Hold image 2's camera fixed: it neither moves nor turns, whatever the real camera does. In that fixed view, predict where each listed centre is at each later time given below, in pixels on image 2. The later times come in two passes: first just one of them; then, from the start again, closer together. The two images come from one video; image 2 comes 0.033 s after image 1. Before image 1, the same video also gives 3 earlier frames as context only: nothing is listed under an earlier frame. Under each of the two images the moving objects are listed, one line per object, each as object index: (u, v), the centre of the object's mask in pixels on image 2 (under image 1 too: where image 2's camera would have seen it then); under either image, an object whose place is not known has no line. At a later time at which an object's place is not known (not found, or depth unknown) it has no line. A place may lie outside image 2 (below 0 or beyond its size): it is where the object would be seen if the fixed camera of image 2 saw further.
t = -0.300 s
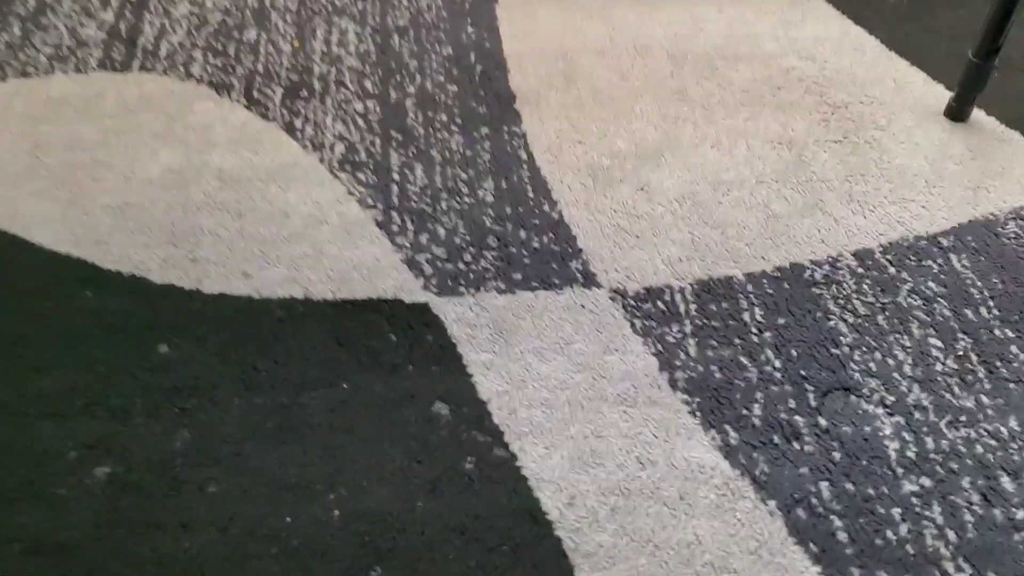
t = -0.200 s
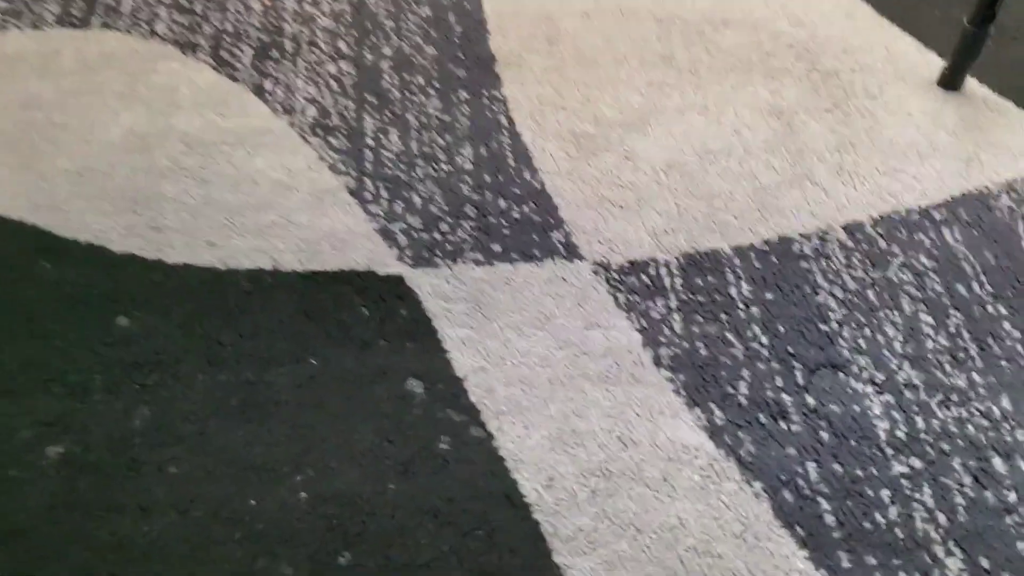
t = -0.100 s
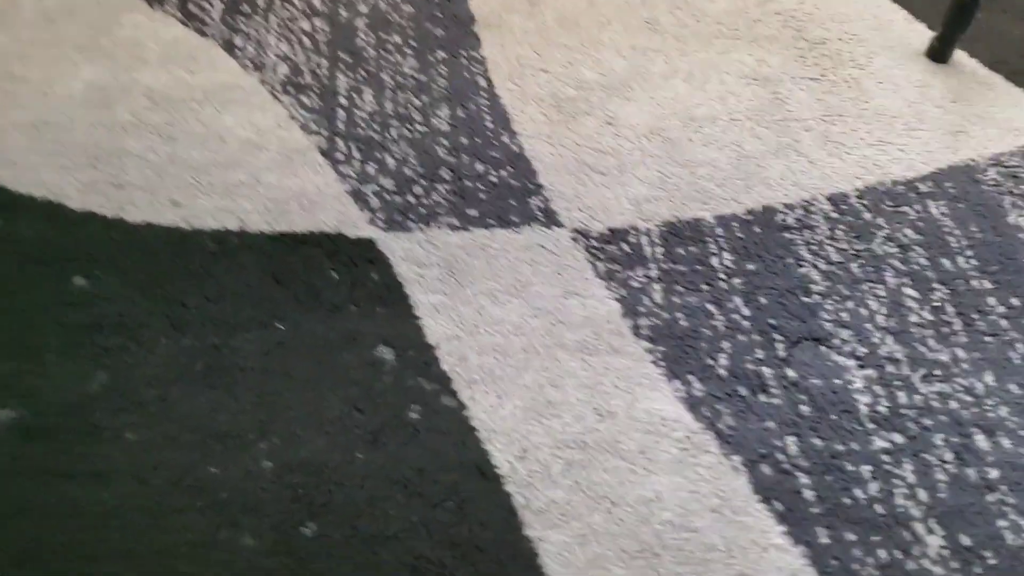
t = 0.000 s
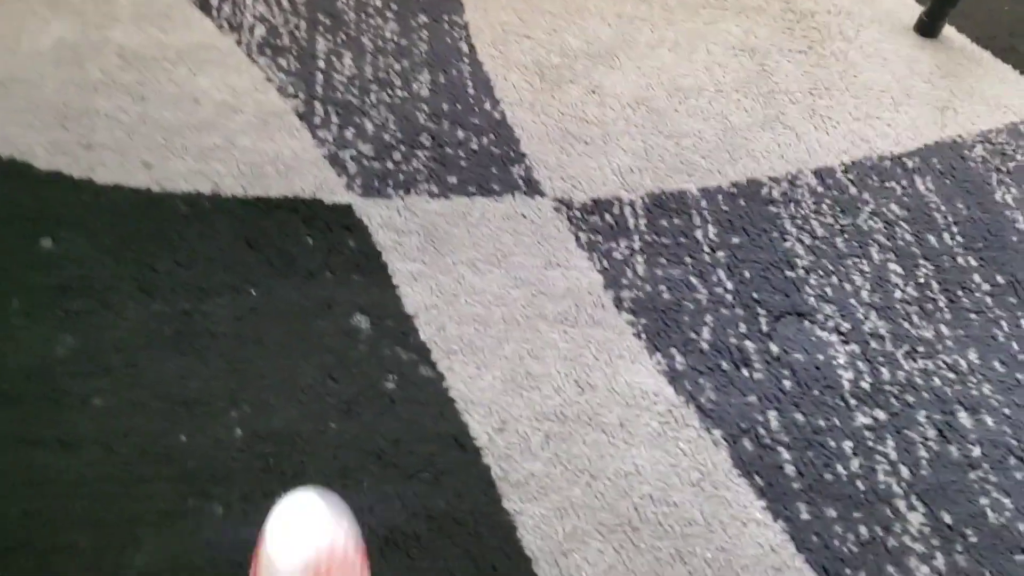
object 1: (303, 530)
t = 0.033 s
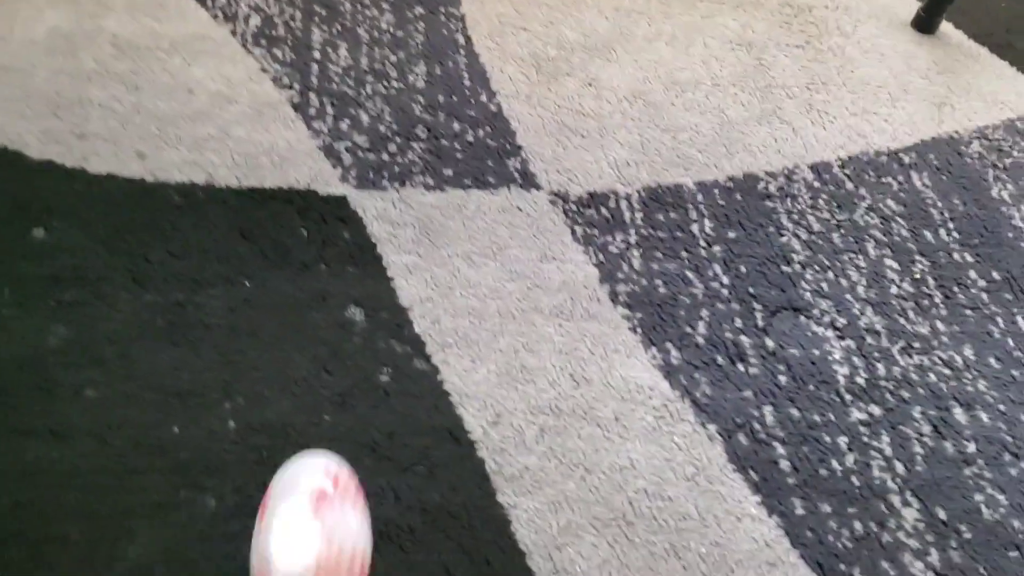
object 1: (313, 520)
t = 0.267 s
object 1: (413, 379)
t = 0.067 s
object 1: (323, 499)
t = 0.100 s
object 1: (341, 459)
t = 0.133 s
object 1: (354, 429)
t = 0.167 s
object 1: (367, 409)
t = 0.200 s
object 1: (382, 396)
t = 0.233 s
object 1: (397, 389)
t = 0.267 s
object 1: (413, 379)
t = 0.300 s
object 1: (422, 367)
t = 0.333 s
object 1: (433, 357)
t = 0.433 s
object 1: (437, 342)
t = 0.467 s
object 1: (428, 342)
